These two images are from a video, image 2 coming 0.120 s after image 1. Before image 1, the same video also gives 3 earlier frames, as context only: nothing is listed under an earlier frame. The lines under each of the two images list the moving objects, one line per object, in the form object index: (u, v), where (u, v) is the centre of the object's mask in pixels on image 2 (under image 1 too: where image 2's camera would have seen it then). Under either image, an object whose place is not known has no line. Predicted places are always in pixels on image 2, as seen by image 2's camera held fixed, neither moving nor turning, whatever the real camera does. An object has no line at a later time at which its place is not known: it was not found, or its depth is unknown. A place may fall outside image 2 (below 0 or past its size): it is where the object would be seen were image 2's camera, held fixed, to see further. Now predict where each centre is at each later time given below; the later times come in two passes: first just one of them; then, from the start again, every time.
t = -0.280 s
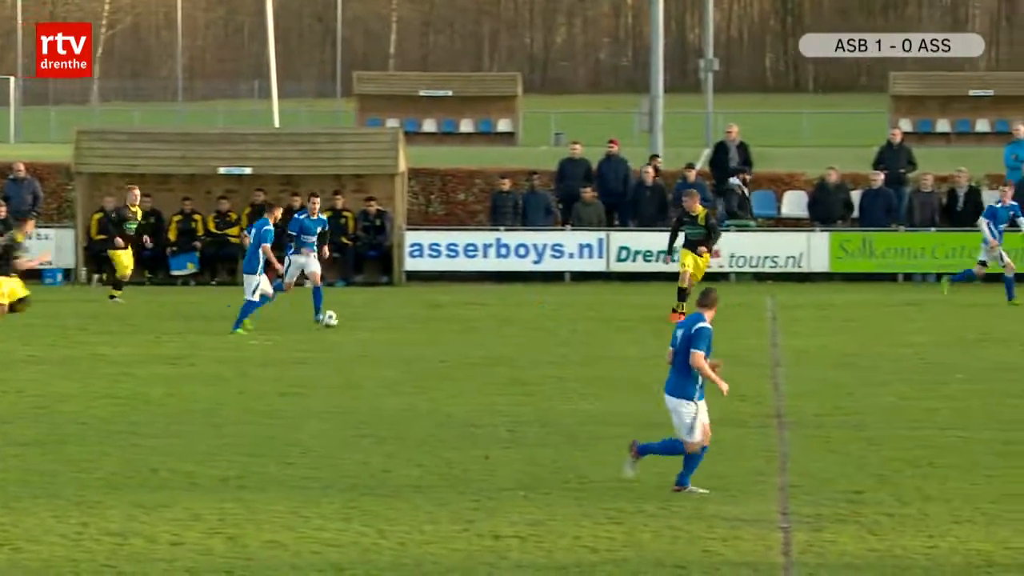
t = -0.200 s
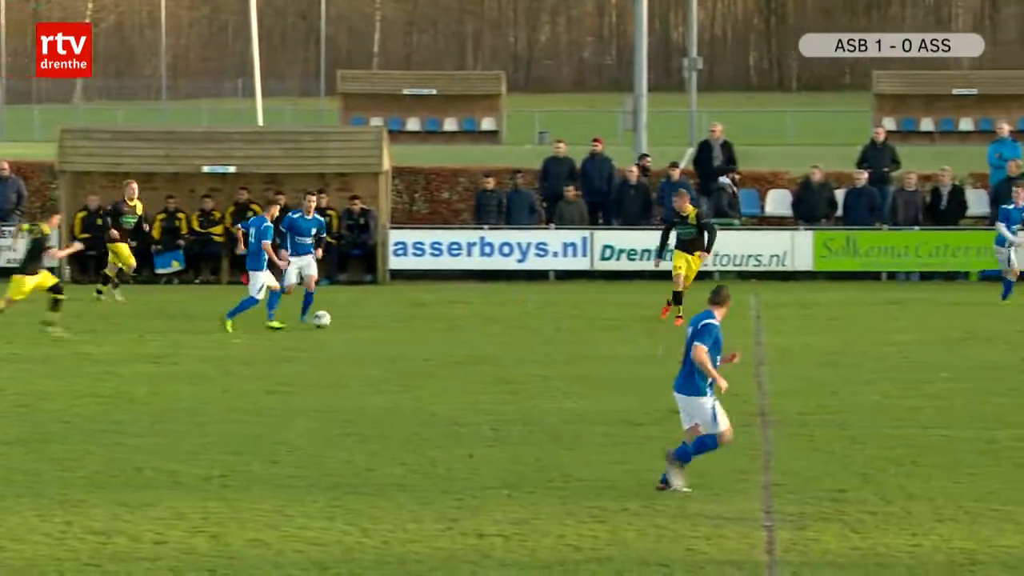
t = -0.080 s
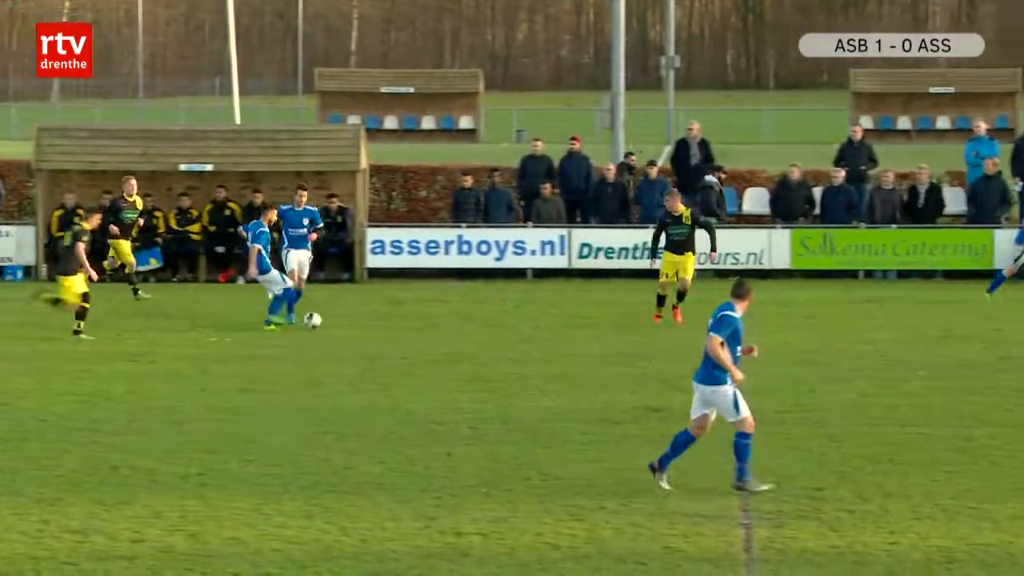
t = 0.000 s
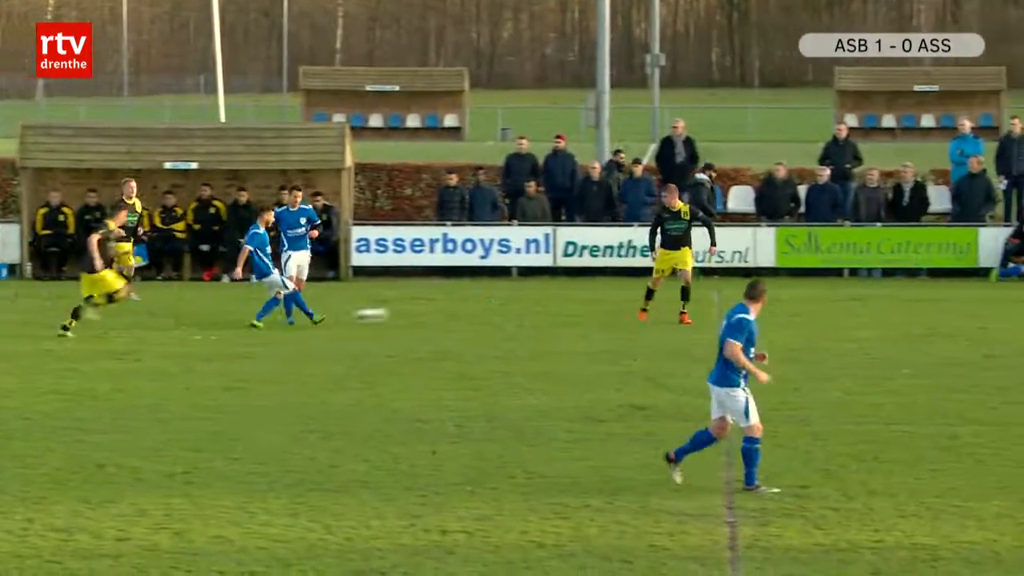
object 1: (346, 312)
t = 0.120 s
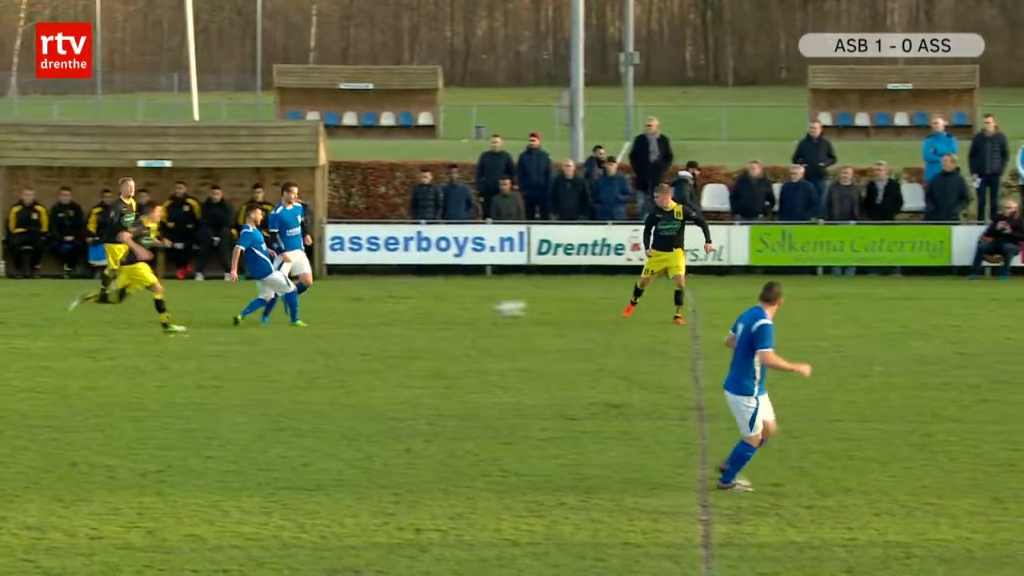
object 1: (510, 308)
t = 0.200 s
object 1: (618, 309)
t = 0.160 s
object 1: (565, 307)
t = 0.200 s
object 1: (618, 309)
